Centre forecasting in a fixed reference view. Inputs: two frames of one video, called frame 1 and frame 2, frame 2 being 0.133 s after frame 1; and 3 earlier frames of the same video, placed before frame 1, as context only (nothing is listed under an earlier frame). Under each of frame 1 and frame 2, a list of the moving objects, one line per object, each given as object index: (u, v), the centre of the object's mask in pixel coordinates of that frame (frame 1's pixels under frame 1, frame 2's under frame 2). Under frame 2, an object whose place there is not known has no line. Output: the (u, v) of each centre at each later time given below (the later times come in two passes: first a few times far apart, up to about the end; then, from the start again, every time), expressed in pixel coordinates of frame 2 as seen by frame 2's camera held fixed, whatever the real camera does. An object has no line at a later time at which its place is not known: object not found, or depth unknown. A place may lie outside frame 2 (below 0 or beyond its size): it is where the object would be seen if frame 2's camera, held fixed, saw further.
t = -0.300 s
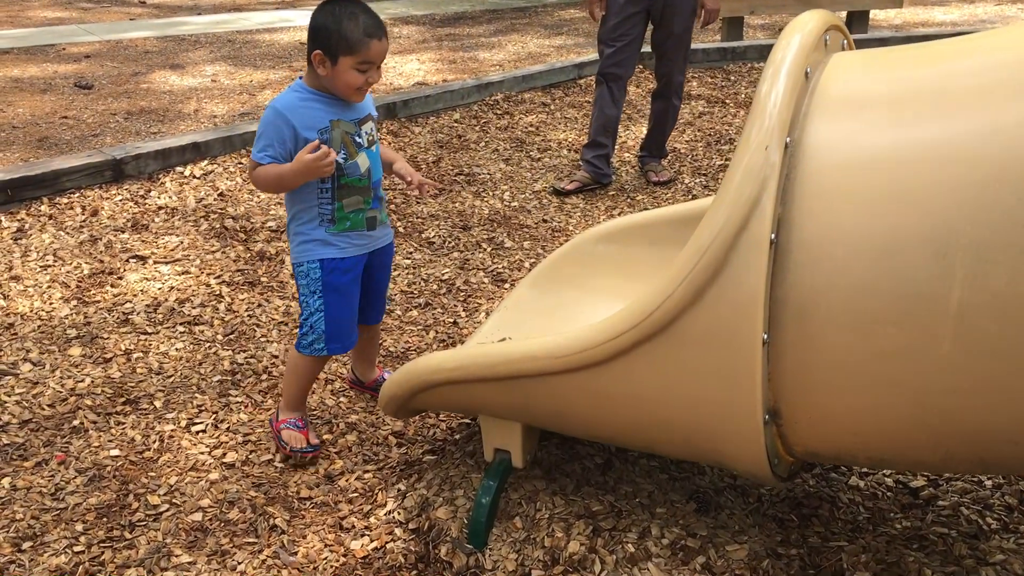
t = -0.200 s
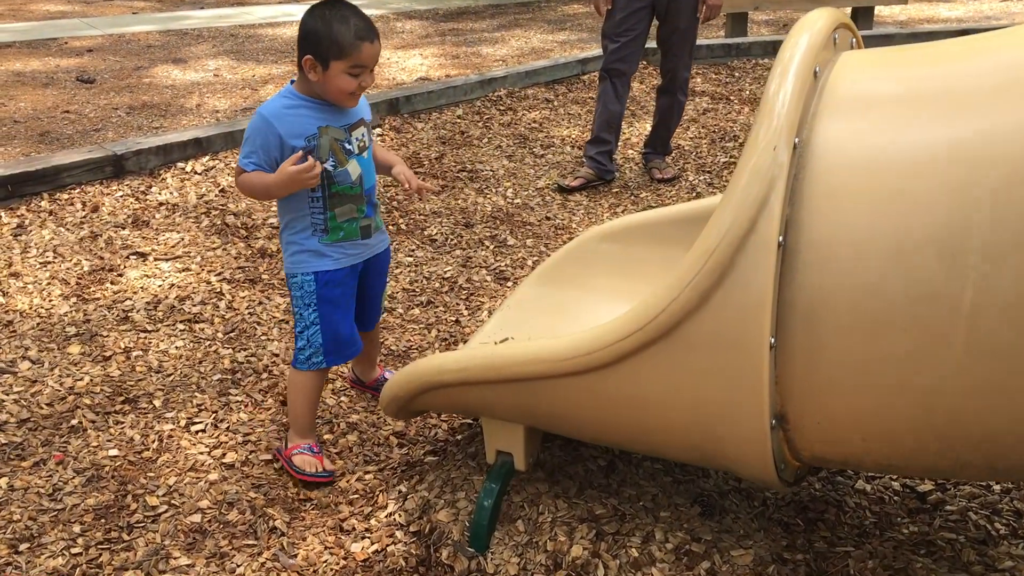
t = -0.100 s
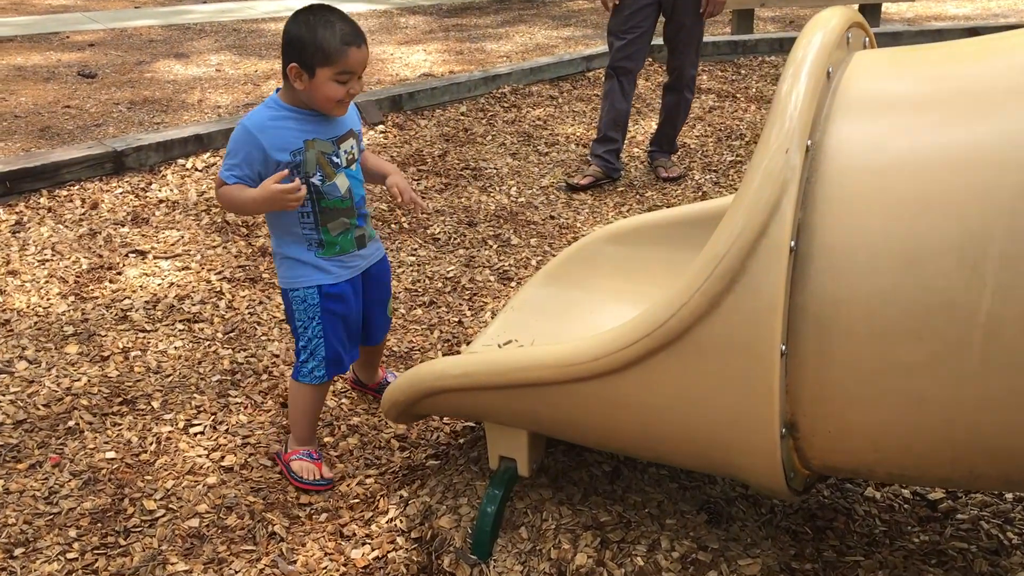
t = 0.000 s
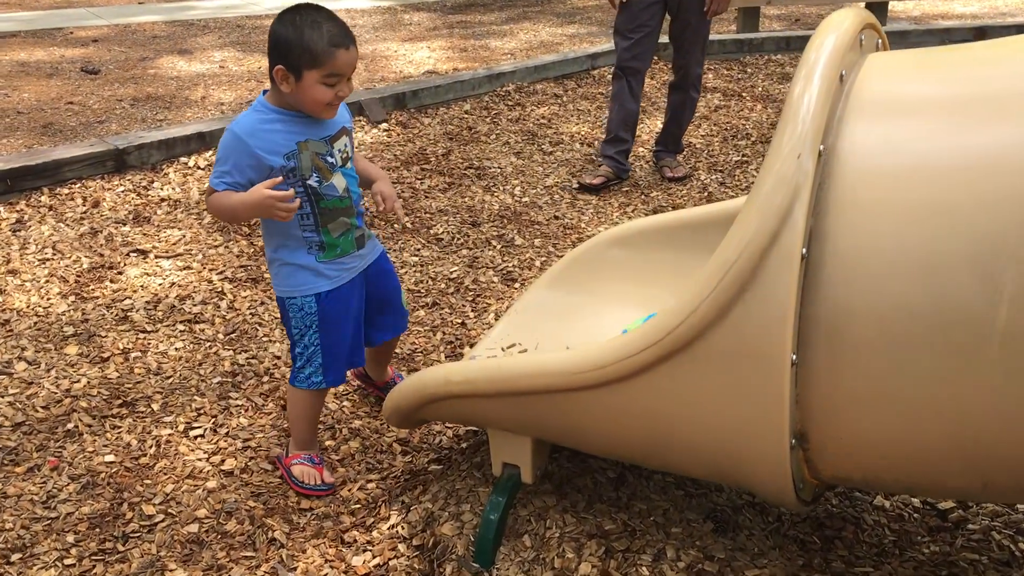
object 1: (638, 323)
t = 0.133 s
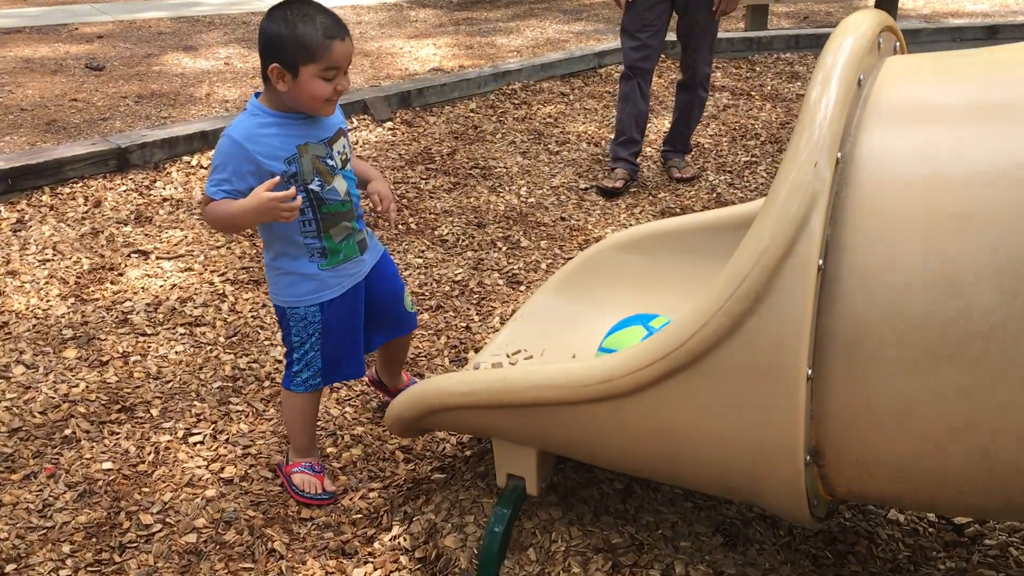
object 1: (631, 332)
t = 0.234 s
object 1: (617, 334)
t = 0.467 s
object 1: (578, 340)
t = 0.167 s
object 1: (627, 333)
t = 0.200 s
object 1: (622, 334)
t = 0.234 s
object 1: (617, 334)
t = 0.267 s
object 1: (613, 335)
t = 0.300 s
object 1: (607, 335)
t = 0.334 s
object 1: (602, 336)
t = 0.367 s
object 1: (597, 338)
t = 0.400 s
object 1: (591, 339)
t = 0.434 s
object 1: (585, 339)
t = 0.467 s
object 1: (578, 340)
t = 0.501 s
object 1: (571, 341)
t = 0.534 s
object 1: (565, 341)
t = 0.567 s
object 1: (558, 341)
